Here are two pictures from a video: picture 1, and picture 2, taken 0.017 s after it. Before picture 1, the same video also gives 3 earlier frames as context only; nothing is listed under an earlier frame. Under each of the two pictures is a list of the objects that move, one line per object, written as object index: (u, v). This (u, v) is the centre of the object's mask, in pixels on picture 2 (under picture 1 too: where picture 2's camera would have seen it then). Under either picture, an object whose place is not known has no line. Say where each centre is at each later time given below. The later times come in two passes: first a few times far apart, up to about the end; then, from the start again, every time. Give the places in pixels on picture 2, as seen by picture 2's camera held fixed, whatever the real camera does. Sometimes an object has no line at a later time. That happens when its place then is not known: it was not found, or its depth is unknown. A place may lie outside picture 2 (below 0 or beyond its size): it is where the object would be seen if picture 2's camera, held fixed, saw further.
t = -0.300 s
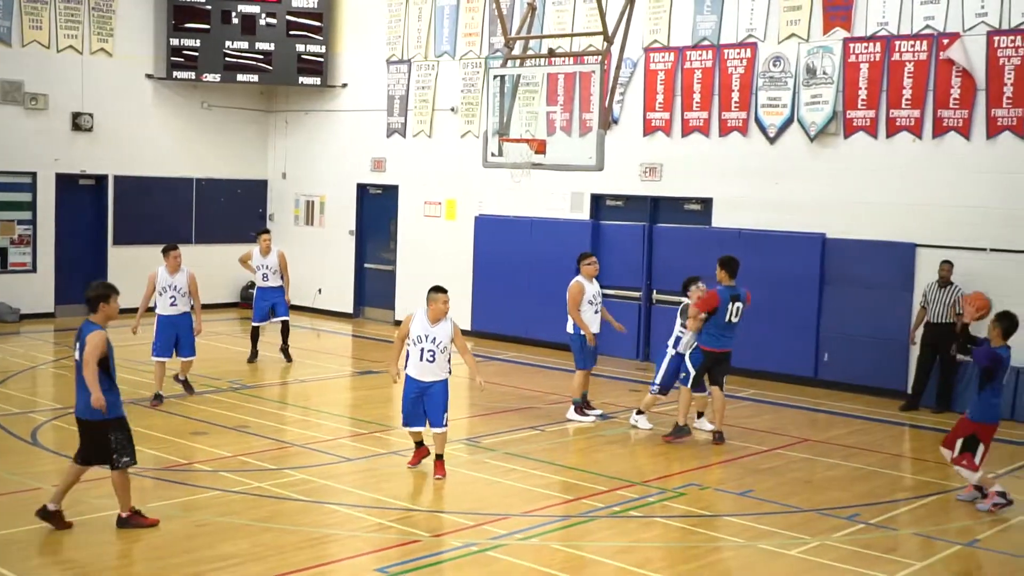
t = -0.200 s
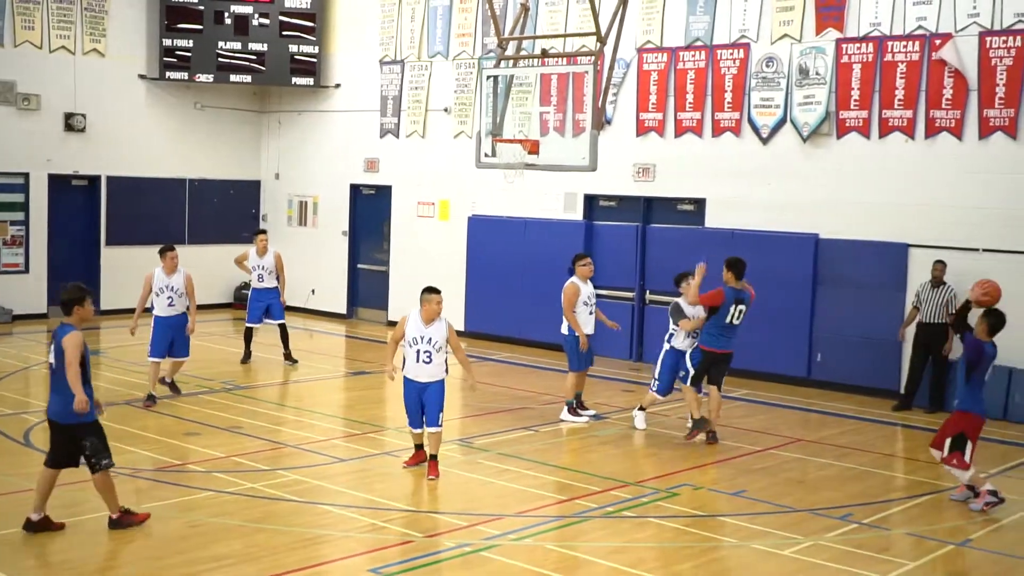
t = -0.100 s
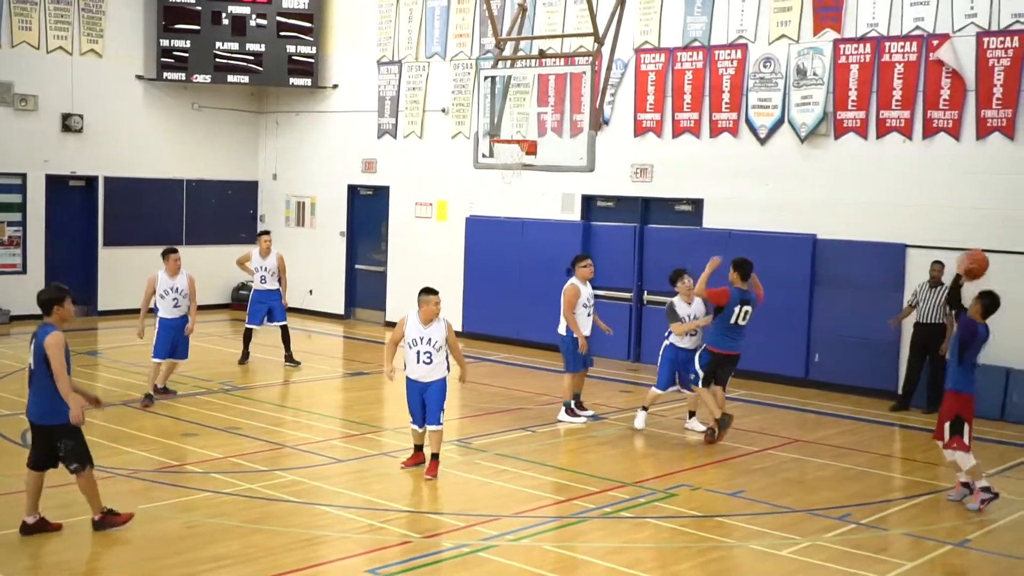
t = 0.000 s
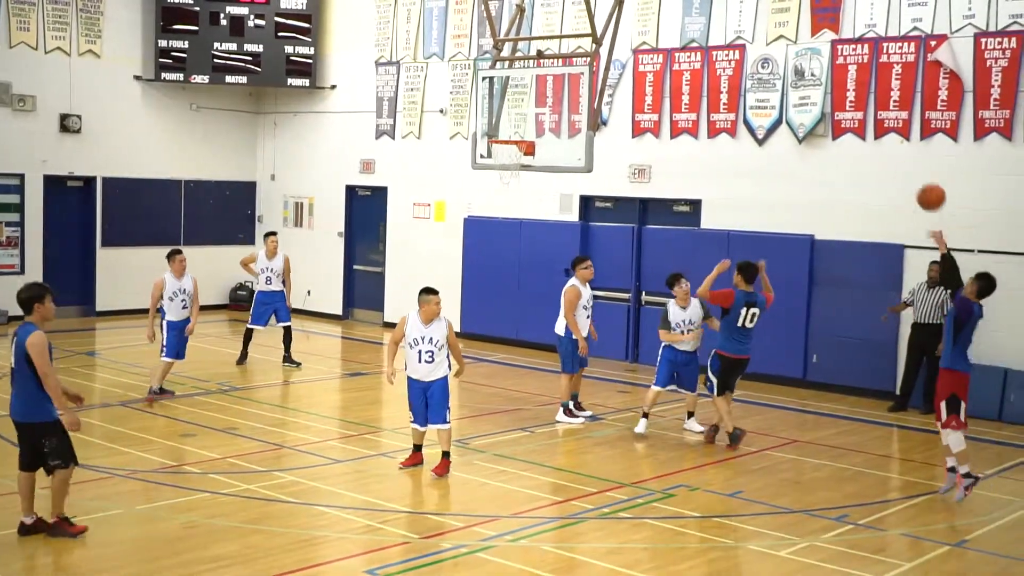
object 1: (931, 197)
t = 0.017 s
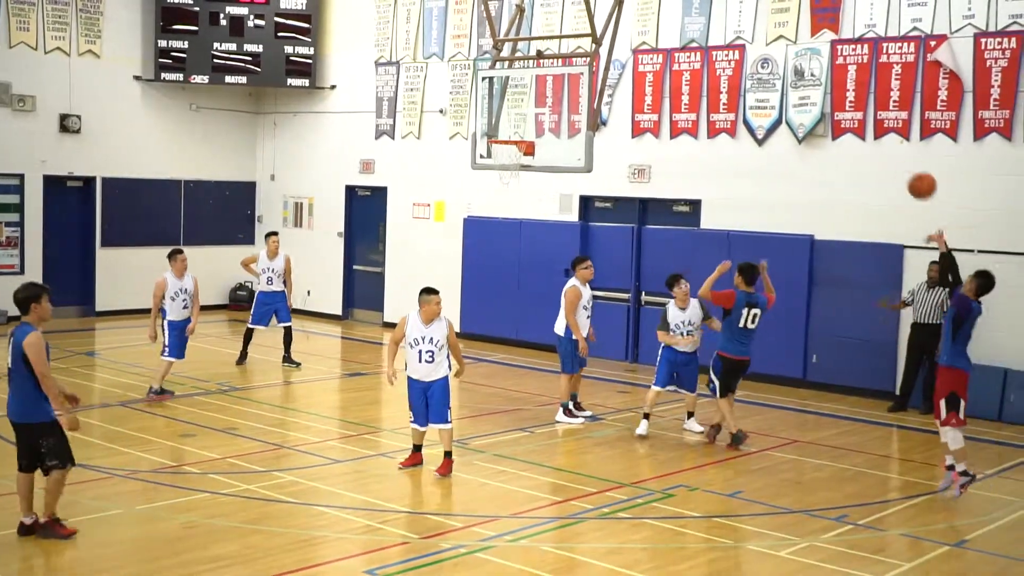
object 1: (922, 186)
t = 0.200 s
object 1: (828, 87)
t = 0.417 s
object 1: (733, 30)
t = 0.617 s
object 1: (654, 23)
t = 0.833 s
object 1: (578, 57)
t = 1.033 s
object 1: (517, 117)
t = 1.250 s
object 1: (508, 168)
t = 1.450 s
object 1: (504, 195)
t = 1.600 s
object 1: (498, 237)
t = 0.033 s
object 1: (913, 174)
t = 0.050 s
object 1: (904, 164)
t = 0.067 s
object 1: (896, 153)
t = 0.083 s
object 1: (887, 145)
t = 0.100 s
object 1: (878, 134)
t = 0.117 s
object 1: (871, 126)
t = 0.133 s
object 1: (862, 117)
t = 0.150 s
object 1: (852, 110)
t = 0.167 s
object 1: (846, 102)
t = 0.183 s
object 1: (837, 95)
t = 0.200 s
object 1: (828, 87)
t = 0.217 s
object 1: (821, 81)
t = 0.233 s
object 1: (814, 75)
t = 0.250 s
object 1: (805, 69)
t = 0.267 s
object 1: (798, 63)
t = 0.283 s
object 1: (790, 58)
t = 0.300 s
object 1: (783, 53)
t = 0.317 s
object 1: (776, 49)
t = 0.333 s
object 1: (768, 45)
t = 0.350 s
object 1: (761, 41)
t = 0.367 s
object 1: (754, 38)
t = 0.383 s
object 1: (747, 35)
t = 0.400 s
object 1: (740, 32)
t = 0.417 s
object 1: (733, 30)
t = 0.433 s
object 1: (726, 28)
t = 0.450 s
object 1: (719, 26)
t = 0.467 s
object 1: (712, 25)
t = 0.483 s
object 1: (706, 23)
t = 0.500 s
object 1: (699, 23)
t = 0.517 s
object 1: (693, 22)
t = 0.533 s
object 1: (686, 21)
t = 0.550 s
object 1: (680, 21)
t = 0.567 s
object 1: (674, 21)
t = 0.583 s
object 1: (667, 22)
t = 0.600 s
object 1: (661, 22)
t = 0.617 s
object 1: (654, 23)
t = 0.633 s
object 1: (648, 24)
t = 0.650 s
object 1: (642, 26)
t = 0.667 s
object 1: (636, 27)
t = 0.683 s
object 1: (630, 29)
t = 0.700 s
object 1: (624, 32)
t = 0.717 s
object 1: (619, 34)
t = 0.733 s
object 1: (613, 37)
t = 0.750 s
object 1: (607, 39)
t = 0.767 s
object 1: (602, 42)
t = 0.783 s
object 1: (595, 45)
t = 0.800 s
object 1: (590, 49)
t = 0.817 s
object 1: (585, 53)
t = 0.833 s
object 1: (578, 57)
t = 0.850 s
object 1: (573, 61)
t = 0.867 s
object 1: (568, 64)
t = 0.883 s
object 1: (563, 69)
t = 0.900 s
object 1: (558, 74)
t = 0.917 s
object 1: (552, 78)
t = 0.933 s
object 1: (549, 85)
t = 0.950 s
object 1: (542, 89)
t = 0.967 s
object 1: (536, 95)
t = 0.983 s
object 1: (532, 100)
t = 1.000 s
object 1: (526, 106)
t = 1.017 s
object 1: (522, 111)
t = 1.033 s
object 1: (517, 117)
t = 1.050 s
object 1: (512, 124)
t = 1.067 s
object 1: (507, 130)
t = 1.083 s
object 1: (502, 135)
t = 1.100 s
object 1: (498, 142)
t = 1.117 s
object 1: (497, 146)
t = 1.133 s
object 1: (498, 149)
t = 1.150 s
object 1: (498, 153)
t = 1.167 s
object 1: (499, 157)
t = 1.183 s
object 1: (501, 159)
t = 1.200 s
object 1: (503, 161)
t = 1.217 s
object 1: (505, 163)
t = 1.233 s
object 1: (506, 165)
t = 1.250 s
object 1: (508, 168)
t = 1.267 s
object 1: (509, 169)
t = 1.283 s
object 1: (508, 170)
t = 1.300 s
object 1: (508, 172)
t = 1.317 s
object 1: (507, 173)
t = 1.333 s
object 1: (507, 174)
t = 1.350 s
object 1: (506, 177)
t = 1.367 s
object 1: (506, 179)
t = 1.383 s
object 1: (506, 183)
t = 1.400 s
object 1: (505, 186)
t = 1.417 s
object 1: (504, 189)
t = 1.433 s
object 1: (504, 192)
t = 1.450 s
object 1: (504, 195)
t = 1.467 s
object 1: (503, 199)
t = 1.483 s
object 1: (502, 203)
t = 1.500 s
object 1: (502, 207)
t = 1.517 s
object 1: (501, 212)
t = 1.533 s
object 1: (500, 217)
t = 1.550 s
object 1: (499, 222)
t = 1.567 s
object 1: (499, 227)
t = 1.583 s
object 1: (498, 231)
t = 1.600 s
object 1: (498, 237)
